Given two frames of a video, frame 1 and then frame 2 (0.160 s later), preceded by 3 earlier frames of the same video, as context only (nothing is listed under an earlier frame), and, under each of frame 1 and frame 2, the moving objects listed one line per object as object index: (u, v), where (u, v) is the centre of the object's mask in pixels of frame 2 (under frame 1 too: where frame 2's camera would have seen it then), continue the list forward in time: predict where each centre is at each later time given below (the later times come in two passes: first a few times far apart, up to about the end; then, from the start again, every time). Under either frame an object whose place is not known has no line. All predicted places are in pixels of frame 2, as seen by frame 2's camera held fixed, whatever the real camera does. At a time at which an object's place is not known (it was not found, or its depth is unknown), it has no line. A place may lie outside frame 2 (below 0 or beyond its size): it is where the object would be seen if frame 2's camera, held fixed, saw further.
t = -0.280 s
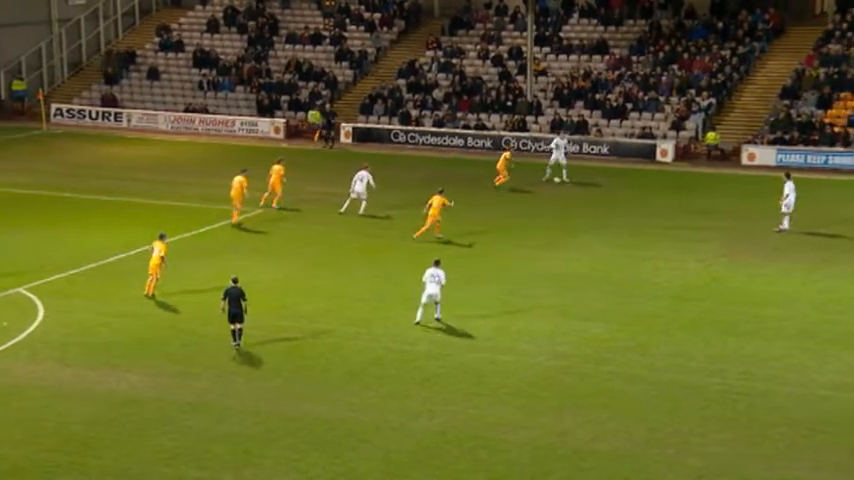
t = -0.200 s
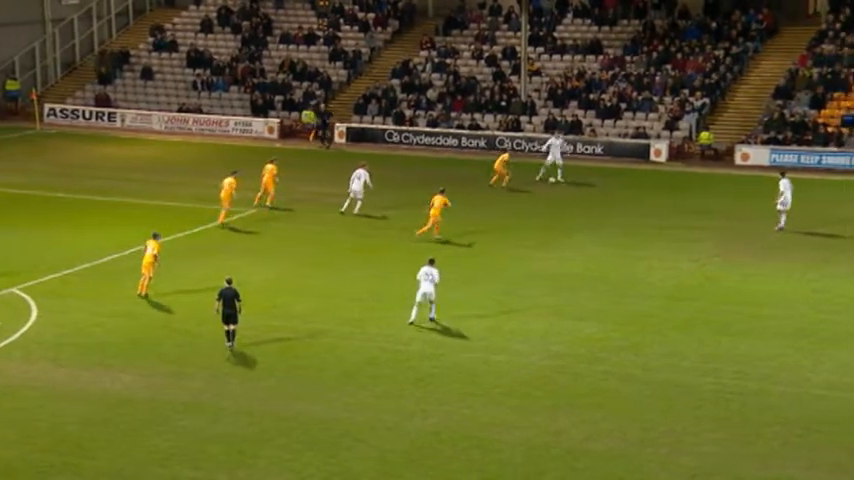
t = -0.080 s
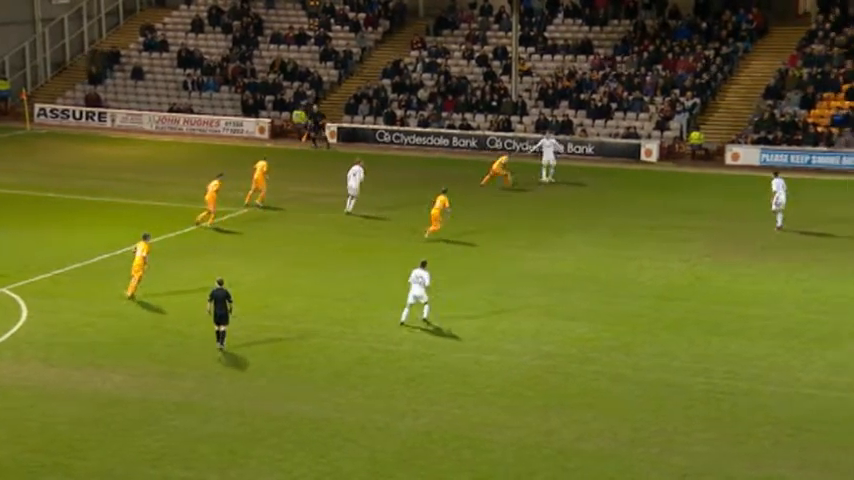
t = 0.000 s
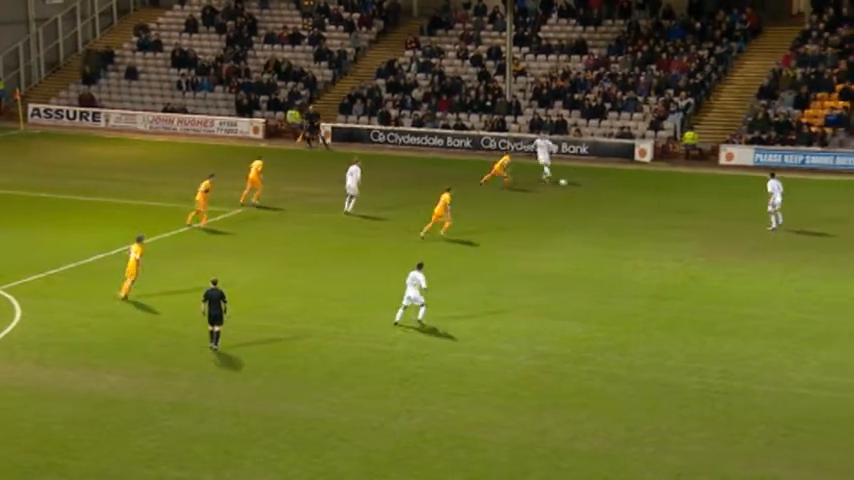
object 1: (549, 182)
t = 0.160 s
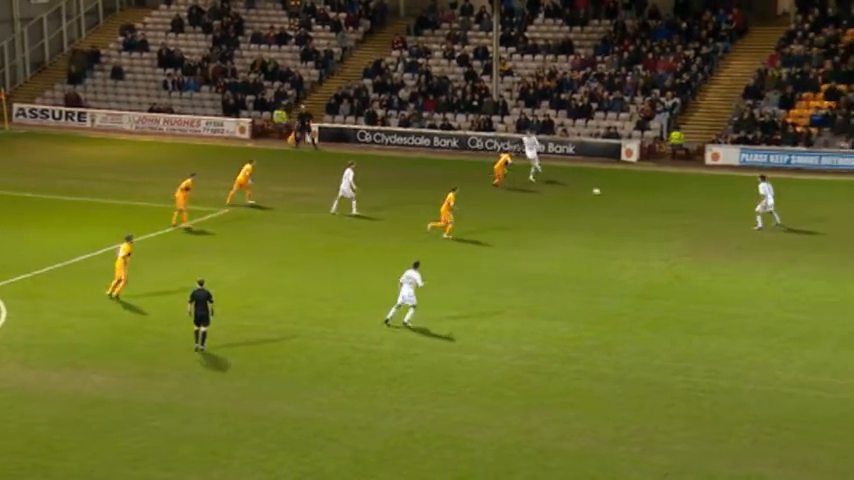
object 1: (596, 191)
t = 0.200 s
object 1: (608, 192)
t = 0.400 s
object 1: (663, 202)
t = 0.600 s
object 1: (716, 211)
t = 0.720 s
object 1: (746, 217)
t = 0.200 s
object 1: (608, 192)
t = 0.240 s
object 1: (619, 194)
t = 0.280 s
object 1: (630, 195)
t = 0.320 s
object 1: (642, 199)
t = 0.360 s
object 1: (653, 201)
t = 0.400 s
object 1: (663, 202)
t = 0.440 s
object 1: (674, 203)
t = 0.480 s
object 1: (685, 205)
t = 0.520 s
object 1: (696, 207)
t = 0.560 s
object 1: (706, 210)
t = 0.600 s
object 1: (716, 211)
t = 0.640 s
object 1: (726, 213)
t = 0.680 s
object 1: (735, 214)
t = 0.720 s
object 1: (746, 217)
